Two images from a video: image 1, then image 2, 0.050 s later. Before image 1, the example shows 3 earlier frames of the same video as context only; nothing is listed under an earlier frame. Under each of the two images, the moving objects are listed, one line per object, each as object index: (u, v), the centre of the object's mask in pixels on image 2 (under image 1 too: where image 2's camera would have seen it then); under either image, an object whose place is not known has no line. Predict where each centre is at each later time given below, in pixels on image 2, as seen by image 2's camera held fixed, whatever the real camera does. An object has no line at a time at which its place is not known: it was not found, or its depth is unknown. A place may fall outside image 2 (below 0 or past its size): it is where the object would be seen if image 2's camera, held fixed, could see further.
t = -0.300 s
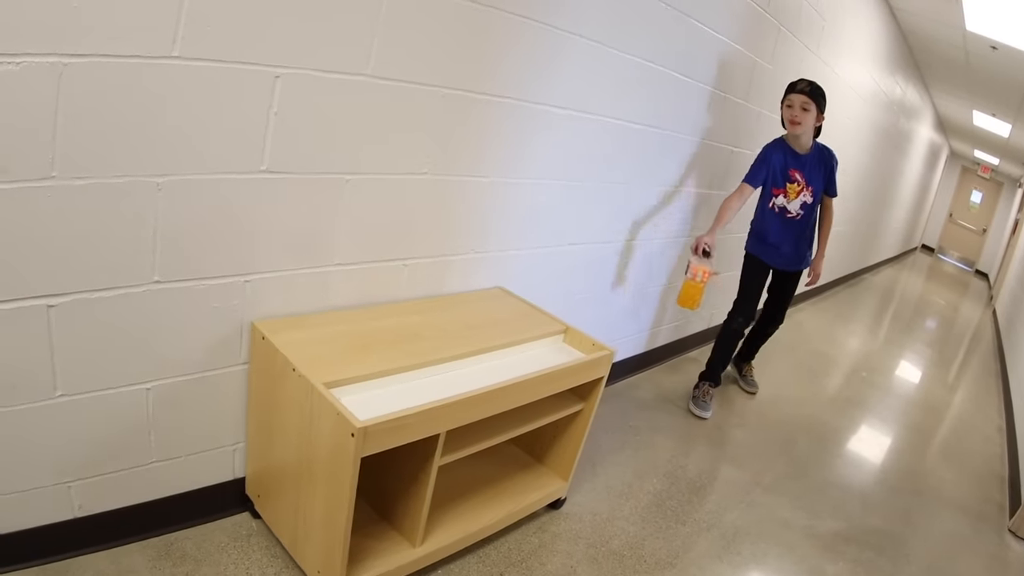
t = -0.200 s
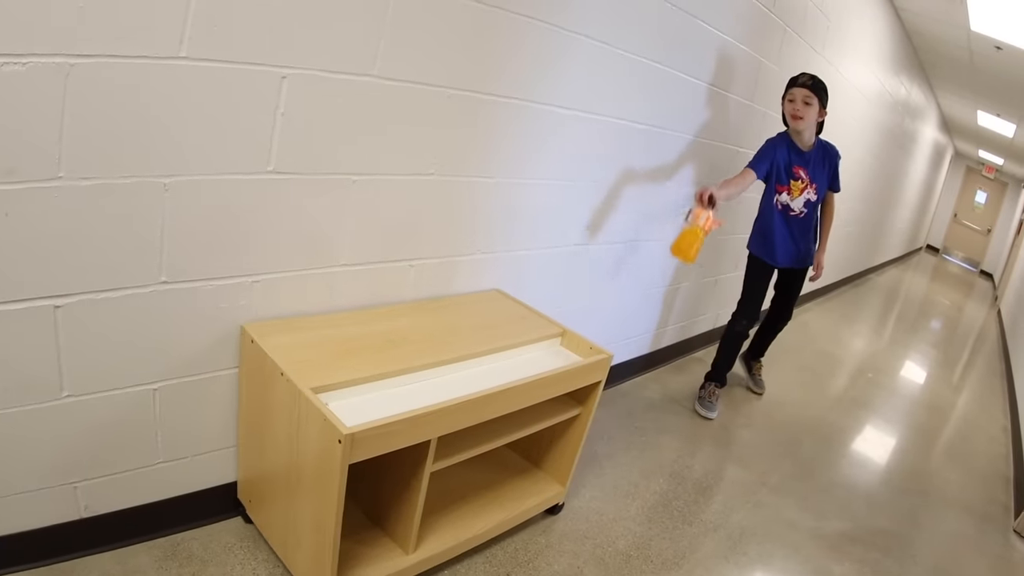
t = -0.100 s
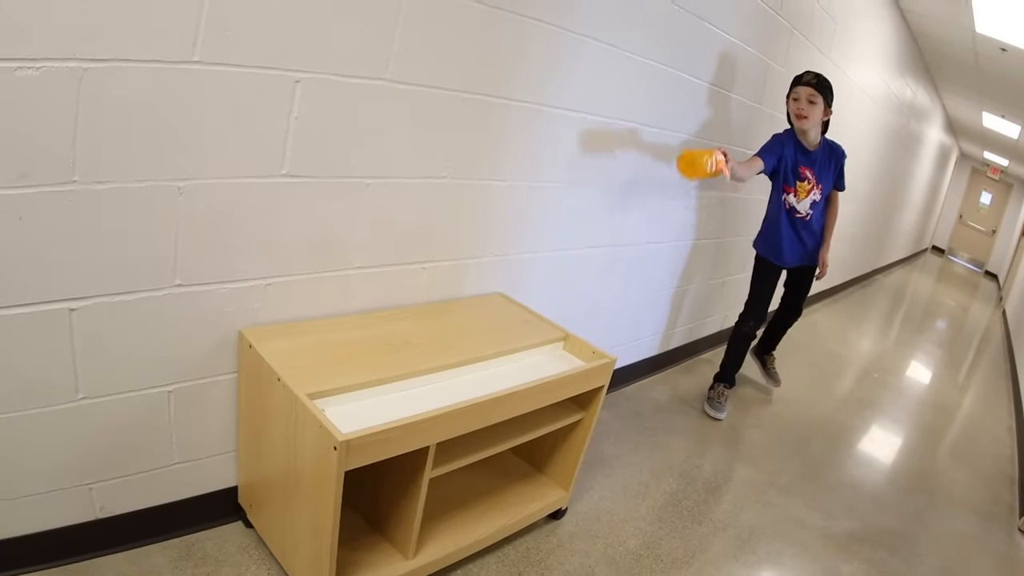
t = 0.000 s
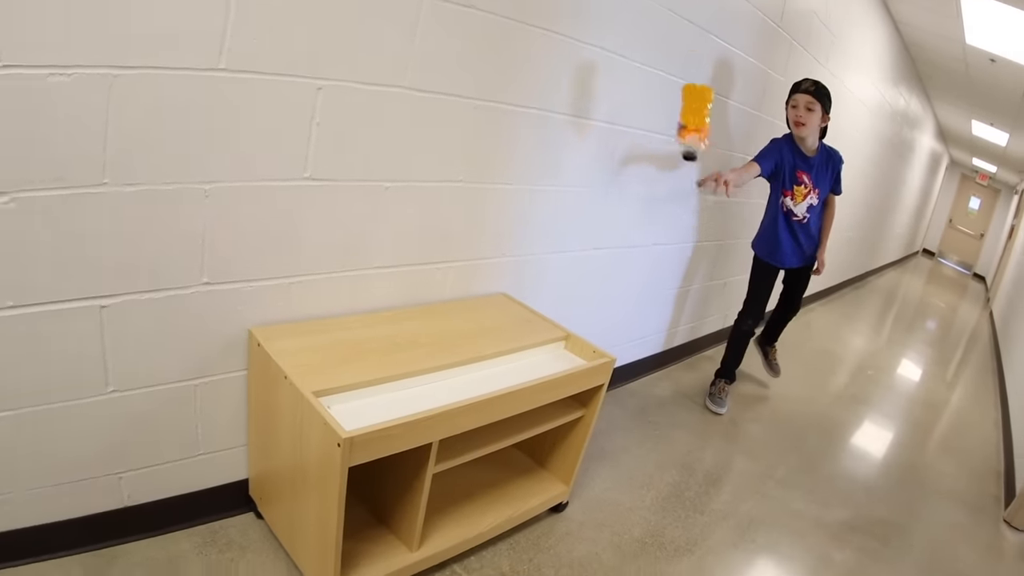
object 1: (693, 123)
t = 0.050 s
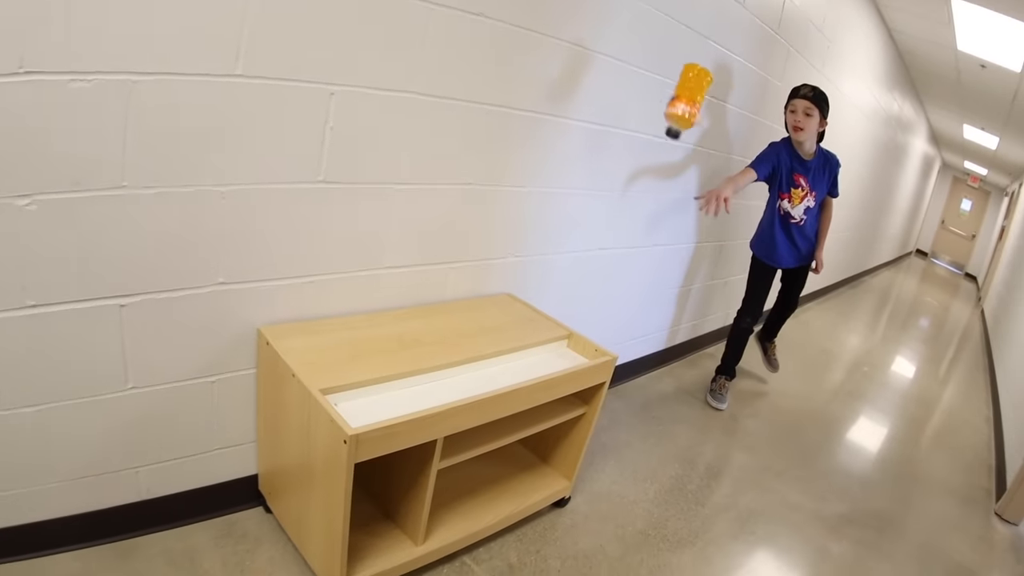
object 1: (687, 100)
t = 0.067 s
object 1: (685, 92)
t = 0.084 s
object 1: (682, 86)
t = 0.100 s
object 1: (680, 81)
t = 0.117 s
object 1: (677, 77)
